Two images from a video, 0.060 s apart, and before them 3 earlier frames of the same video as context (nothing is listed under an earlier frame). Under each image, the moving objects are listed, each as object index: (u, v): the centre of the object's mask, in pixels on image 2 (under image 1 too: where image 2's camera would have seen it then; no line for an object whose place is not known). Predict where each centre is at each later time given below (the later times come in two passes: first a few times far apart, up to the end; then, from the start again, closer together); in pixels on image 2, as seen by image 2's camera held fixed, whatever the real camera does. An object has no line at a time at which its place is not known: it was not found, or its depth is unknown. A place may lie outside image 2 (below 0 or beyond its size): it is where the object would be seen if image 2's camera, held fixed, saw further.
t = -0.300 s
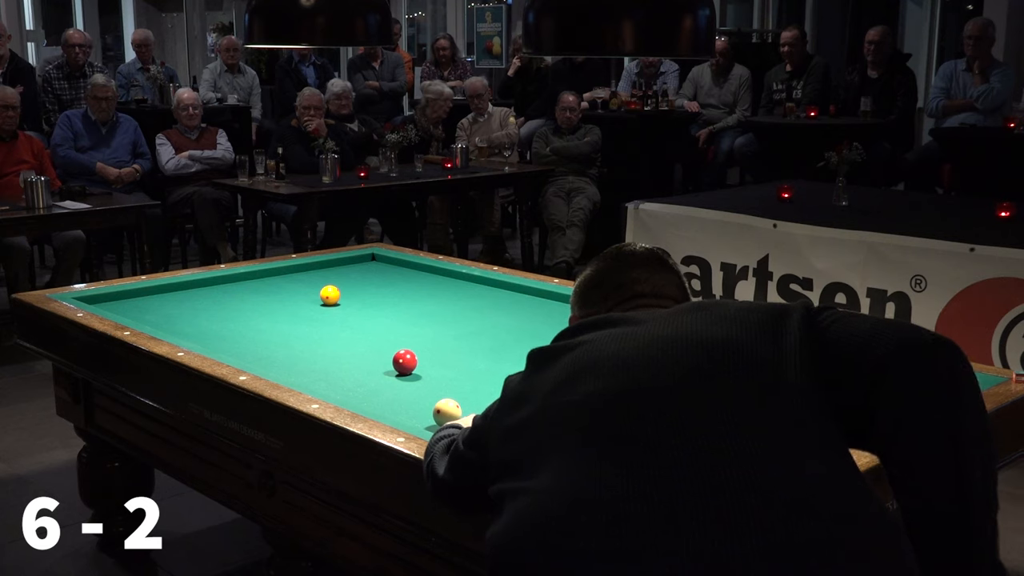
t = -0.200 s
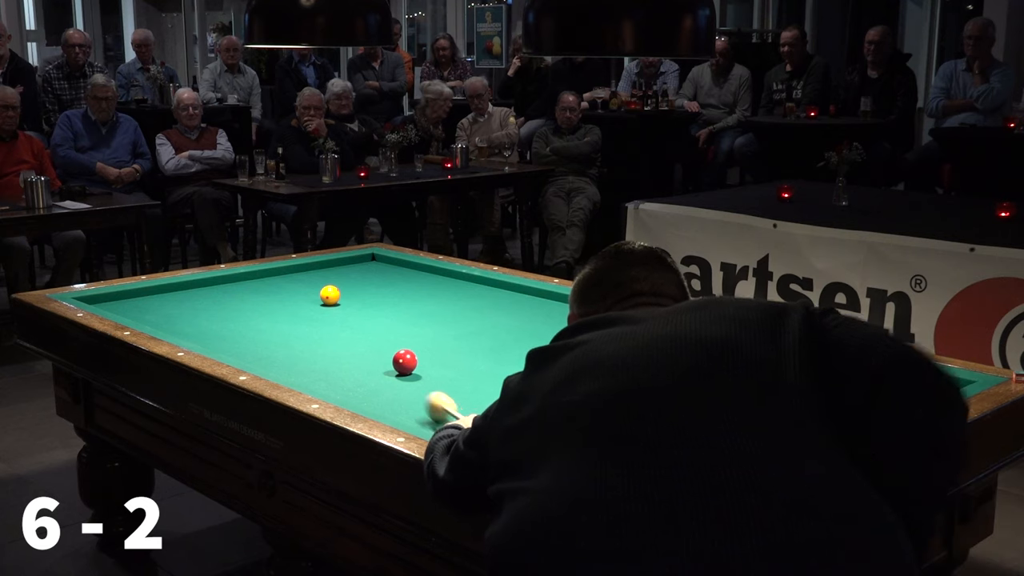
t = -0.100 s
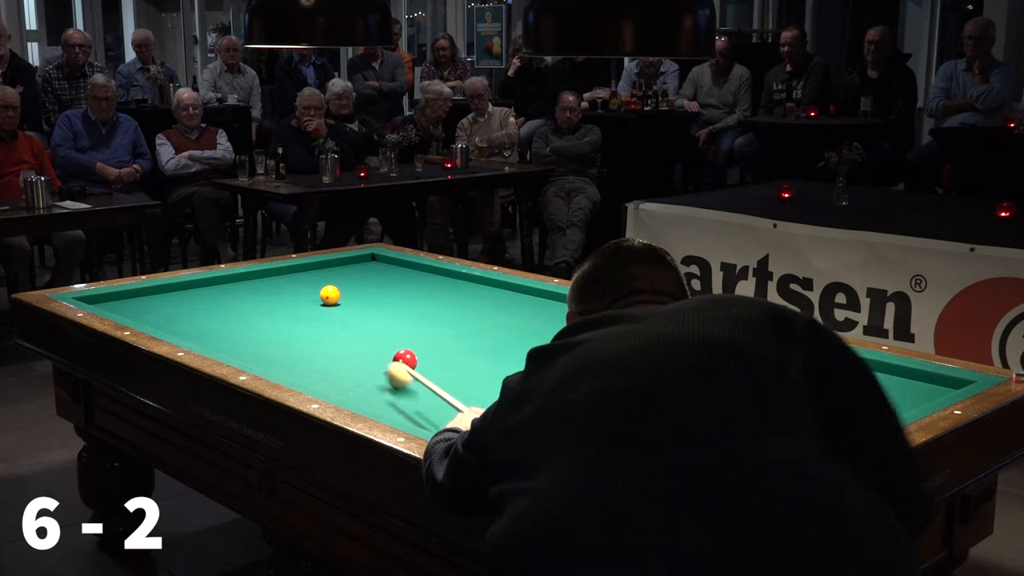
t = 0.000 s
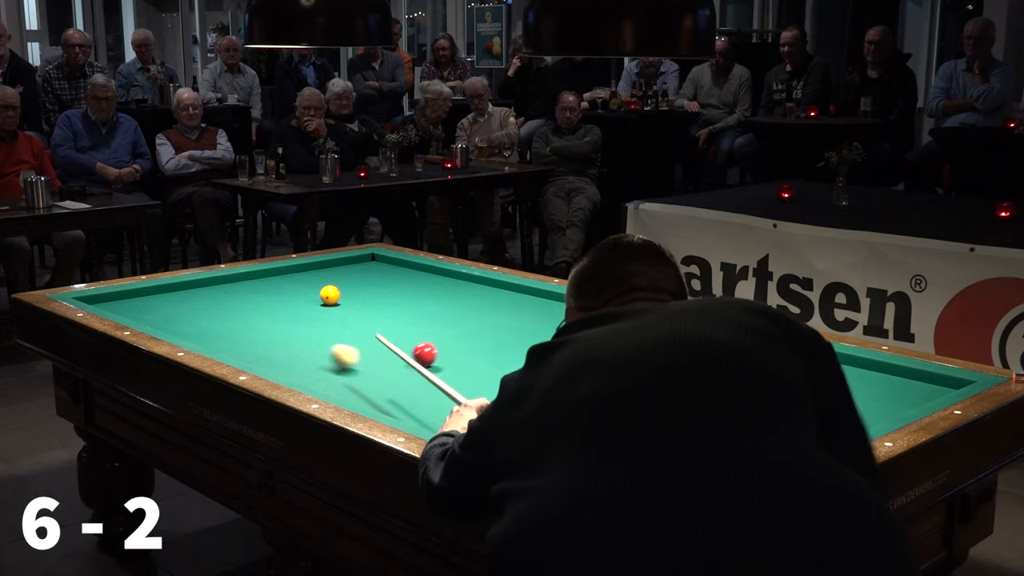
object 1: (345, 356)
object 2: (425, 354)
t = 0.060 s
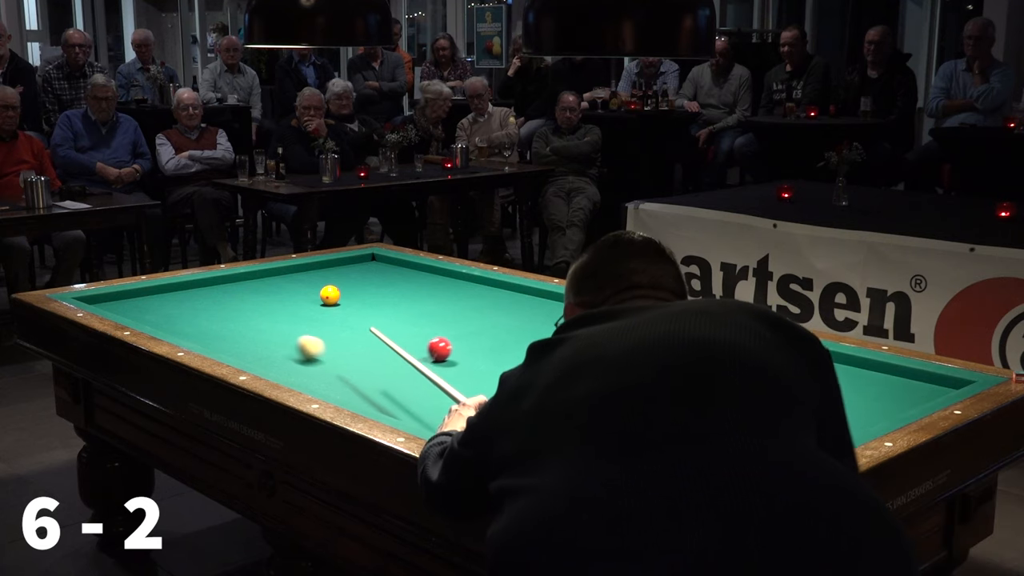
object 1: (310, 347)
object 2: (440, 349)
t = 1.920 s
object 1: (484, 410)
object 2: (433, 314)
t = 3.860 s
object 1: (571, 367)
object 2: (196, 336)
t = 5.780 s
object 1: (445, 292)
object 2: (259, 317)
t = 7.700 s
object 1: (363, 257)
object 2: (275, 311)
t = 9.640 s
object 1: (380, 270)
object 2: (275, 311)
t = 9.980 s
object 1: (382, 272)
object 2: (275, 311)
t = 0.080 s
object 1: (299, 344)
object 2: (444, 347)
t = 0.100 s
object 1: (289, 341)
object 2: (448, 346)
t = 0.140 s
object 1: (270, 336)
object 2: (456, 343)
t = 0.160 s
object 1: (260, 332)
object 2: (460, 342)
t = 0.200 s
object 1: (242, 326)
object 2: (467, 339)
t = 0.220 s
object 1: (233, 324)
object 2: (471, 338)
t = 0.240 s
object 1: (224, 322)
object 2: (474, 336)
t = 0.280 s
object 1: (207, 316)
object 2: (481, 334)
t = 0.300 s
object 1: (199, 313)
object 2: (485, 333)
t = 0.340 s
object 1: (183, 308)
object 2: (491, 330)
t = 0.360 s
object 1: (175, 306)
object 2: (495, 329)
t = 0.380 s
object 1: (167, 304)
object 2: (498, 328)
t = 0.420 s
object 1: (152, 299)
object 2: (504, 325)
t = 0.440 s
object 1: (145, 297)
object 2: (508, 324)
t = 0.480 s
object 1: (131, 293)
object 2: (514, 321)
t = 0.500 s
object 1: (128, 293)
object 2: (516, 320)
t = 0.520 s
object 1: (131, 295)
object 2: (519, 318)
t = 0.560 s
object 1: (137, 299)
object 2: (525, 314)
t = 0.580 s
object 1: (140, 301)
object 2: (528, 313)
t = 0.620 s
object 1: (146, 306)
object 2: (534, 311)
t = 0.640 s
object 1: (148, 308)
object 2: (536, 310)
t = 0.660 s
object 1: (151, 310)
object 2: (538, 309)
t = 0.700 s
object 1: (156, 315)
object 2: (541, 308)
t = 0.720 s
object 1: (159, 316)
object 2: (542, 309)
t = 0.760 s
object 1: (163, 320)
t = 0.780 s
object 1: (166, 322)
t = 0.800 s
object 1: (168, 324)
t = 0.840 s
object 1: (172, 326)
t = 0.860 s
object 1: (175, 328)
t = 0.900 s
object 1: (179, 331)
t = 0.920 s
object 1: (182, 332)
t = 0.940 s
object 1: (188, 334)
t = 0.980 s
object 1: (198, 337)
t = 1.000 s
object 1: (203, 338)
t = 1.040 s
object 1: (214, 341)
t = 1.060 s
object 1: (219, 343)
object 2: (544, 302)
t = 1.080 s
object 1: (224, 345)
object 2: (543, 301)
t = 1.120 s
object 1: (235, 347)
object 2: (540, 302)
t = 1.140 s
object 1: (240, 349)
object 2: (538, 303)
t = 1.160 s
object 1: (246, 351)
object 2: (536, 304)
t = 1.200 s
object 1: (257, 354)
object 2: (532, 305)
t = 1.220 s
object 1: (262, 355)
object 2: (529, 305)
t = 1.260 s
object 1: (274, 358)
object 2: (523, 305)
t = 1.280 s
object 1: (279, 359)
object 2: (520, 305)
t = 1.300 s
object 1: (286, 361)
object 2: (518, 305)
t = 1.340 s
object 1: (297, 364)
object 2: (512, 306)
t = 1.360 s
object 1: (303, 365)
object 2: (509, 306)
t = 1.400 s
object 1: (315, 368)
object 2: (504, 307)
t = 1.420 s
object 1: (321, 369)
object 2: (501, 307)
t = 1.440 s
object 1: (327, 371)
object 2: (498, 307)
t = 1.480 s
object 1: (340, 374)
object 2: (492, 307)
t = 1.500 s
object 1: (346, 375)
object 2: (489, 308)
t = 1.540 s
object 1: (359, 379)
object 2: (484, 309)
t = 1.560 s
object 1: (365, 380)
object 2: (482, 309)
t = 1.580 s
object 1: (372, 382)
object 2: (479, 310)
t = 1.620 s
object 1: (385, 385)
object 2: (474, 310)
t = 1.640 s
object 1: (391, 386)
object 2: (471, 310)
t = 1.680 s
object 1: (405, 390)
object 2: (465, 311)
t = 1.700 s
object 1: (412, 392)
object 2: (464, 310)
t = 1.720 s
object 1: (419, 393)
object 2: (460, 312)
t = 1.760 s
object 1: (432, 397)
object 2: (454, 312)
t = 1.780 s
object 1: (439, 399)
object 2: (452, 313)
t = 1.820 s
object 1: (453, 402)
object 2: (446, 313)
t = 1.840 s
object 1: (458, 403)
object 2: (443, 313)
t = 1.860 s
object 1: (464, 405)
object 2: (441, 314)
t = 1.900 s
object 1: (478, 409)
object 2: (435, 314)
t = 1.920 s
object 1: (484, 410)
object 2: (433, 314)
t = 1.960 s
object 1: (500, 413)
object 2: (427, 315)
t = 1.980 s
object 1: (508, 415)
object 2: (424, 315)
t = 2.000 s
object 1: (516, 417)
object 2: (422, 316)
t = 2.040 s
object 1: (535, 422)
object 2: (416, 316)
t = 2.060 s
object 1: (544, 424)
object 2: (414, 317)
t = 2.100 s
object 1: (561, 428)
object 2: (408, 317)
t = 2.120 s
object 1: (568, 430)
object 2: (405, 318)
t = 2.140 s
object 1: (577, 432)
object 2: (402, 318)
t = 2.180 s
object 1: (593, 436)
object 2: (397, 318)
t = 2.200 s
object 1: (602, 439)
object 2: (394, 319)
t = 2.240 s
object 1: (619, 443)
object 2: (389, 319)
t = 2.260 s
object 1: (627, 445)
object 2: (386, 319)
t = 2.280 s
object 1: (636, 447)
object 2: (383, 320)
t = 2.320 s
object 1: (654, 452)
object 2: (378, 320)
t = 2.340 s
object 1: (663, 454)
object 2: (375, 320)
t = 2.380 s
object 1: (682, 458)
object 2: (370, 321)
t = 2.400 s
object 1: (691, 461)
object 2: (367, 321)
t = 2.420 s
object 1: (700, 463)
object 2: (365, 321)
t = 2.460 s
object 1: (719, 467)
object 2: (359, 322)
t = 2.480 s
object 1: (729, 470)
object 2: (356, 322)
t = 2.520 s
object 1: (747, 470)
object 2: (351, 323)
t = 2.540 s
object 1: (744, 470)
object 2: (348, 323)
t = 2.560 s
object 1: (739, 469)
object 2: (345, 324)
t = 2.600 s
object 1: (731, 465)
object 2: (340, 324)
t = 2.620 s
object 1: (727, 462)
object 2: (337, 325)
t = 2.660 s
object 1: (720, 458)
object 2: (332, 325)
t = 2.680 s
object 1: (716, 456)
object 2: (329, 325)
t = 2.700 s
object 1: (713, 455)
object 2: (327, 326)
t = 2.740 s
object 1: (707, 450)
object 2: (321, 326)
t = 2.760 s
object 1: (704, 449)
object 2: (319, 326)
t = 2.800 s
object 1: (697, 445)
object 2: (313, 327)
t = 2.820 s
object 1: (694, 443)
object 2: (310, 327)
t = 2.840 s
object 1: (691, 441)
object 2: (308, 328)
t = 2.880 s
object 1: (685, 437)
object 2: (302, 328)
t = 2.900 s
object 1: (682, 435)
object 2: (300, 328)
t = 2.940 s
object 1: (677, 432)
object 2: (295, 329)
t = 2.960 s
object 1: (674, 430)
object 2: (292, 329)
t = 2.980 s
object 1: (671, 428)
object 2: (289, 329)
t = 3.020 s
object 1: (666, 425)
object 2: (284, 330)
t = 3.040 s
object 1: (663, 423)
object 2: (281, 330)
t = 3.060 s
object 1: (660, 422)
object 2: (279, 331)
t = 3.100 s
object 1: (655, 419)
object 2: (274, 331)
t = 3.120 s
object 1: (652, 417)
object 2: (271, 331)
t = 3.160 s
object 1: (647, 414)
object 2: (266, 332)
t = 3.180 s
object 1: (644, 412)
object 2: (263, 332)
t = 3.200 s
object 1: (642, 411)
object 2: (260, 333)
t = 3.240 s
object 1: (637, 408)
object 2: (255, 333)
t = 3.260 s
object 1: (635, 406)
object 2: (252, 333)
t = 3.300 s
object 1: (630, 403)
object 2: (247, 334)
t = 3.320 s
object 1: (628, 402)
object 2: (245, 334)
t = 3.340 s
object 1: (625, 400)
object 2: (242, 334)
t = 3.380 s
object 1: (620, 397)
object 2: (237, 335)
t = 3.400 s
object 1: (618, 396)
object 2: (234, 335)
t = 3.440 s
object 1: (614, 393)
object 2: (229, 336)
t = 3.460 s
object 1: (611, 392)
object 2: (226, 336)
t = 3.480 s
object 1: (609, 391)
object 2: (224, 336)
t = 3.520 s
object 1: (605, 388)
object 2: (218, 337)
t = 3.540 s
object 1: (603, 387)
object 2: (216, 337)
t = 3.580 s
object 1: (599, 384)
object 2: (211, 337)
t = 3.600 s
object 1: (597, 383)
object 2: (208, 337)
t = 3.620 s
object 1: (595, 381)
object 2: (206, 337)
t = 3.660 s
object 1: (590, 379)
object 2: (201, 337)
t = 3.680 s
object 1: (588, 378)
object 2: (199, 337)
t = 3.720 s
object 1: (585, 376)
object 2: (194, 336)
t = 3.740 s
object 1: (583, 374)
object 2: (192, 336)
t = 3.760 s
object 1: (580, 373)
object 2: (192, 336)
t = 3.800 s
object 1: (577, 371)
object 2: (194, 336)
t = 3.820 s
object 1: (575, 369)
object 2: (195, 336)
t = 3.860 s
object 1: (571, 367)
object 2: (196, 336)
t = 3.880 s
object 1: (569, 366)
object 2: (197, 336)
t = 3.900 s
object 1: (567, 365)
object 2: (198, 336)
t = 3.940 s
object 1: (564, 363)
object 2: (200, 336)
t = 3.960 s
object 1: (562, 362)
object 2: (201, 336)
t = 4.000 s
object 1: (559, 360)
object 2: (202, 335)
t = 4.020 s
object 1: (557, 358)
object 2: (203, 335)
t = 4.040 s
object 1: (555, 357)
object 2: (204, 335)
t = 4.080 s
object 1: (552, 355)
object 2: (206, 335)
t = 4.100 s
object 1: (550, 354)
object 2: (207, 334)
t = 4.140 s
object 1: (547, 352)
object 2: (209, 334)
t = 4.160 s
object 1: (545, 351)
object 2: (210, 333)
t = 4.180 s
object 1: (544, 350)
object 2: (210, 333)
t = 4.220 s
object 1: (540, 348)
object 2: (212, 332)
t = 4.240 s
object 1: (539, 347)
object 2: (213, 332)
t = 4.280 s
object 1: (536, 346)
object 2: (215, 332)
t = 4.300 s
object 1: (534, 345)
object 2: (215, 331)
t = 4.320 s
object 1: (533, 344)
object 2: (216, 331)
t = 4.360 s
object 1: (529, 342)
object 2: (218, 331)
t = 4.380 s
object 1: (528, 341)
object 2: (218, 330)
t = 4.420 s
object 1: (525, 339)
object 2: (220, 330)
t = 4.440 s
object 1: (523, 338)
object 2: (221, 330)
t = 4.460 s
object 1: (522, 337)
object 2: (222, 329)
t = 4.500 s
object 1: (519, 336)
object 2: (223, 329)
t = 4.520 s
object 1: (518, 335)
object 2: (224, 329)
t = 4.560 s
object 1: (515, 333)
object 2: (225, 328)
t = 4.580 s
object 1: (513, 332)
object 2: (226, 328)
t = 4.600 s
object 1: (512, 331)
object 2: (227, 328)
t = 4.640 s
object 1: (509, 330)
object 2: (228, 327)
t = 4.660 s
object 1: (508, 329)
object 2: (229, 327)
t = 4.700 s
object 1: (506, 327)
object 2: (231, 327)
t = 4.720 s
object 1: (504, 326)
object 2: (231, 326)
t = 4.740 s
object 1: (503, 326)
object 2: (232, 326)
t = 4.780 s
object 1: (500, 324)
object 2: (233, 326)
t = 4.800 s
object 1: (499, 323)
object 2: (234, 325)
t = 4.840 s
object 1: (496, 322)
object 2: (235, 325)
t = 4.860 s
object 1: (495, 321)
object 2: (236, 325)
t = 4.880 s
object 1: (494, 320)
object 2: (237, 325)
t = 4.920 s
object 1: (492, 319)
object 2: (238, 324)
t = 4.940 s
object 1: (490, 318)
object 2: (238, 324)
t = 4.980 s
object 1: (488, 317)
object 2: (240, 323)
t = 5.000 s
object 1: (486, 316)
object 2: (240, 323)
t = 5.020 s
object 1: (485, 315)
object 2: (241, 323)
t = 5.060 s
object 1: (483, 314)
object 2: (242, 323)
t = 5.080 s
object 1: (482, 313)
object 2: (242, 323)
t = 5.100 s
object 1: (481, 312)
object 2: (243, 322)
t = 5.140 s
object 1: (478, 311)
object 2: (244, 322)
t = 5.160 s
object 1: (477, 310)
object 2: (245, 322)
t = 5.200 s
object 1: (475, 309)
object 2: (246, 322)
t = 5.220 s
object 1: (474, 308)
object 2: (246, 321)
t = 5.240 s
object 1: (473, 308)
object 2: (247, 321)
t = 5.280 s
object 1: (471, 306)
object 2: (248, 321)
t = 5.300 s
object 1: (469, 306)
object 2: (249, 321)
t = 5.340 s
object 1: (467, 305)
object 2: (249, 320)
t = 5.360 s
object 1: (466, 304)
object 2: (250, 320)
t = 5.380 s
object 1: (465, 303)
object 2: (250, 320)
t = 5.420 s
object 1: (463, 302)
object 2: (251, 319)
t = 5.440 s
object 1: (462, 301)
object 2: (252, 319)
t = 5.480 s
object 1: (460, 300)
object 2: (253, 319)
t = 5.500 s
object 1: (459, 300)
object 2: (253, 319)
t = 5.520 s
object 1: (458, 299)
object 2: (254, 319)
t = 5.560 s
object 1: (456, 298)
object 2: (255, 318)
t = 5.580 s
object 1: (455, 297)
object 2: (255, 318)
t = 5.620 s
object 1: (453, 296)
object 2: (256, 318)
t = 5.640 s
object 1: (452, 296)
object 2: (256, 318)
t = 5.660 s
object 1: (451, 295)
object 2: (257, 318)
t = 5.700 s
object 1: (449, 294)
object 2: (258, 318)
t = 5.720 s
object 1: (448, 293)
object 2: (258, 317)
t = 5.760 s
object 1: (446, 292)
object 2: (259, 317)
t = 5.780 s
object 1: (445, 292)
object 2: (259, 317)
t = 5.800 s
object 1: (445, 291)
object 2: (260, 317)
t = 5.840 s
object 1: (443, 290)
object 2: (260, 317)
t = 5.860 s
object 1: (442, 289)
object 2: (261, 317)
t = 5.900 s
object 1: (440, 288)
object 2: (261, 316)
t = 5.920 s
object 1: (439, 288)
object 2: (262, 316)
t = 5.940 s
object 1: (438, 287)
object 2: (262, 316)
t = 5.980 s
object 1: (436, 286)
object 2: (263, 316)
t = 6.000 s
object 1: (436, 286)
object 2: (263, 316)
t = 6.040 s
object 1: (434, 285)
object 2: (264, 316)
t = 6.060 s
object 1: (433, 284)
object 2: (264, 315)
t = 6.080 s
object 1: (433, 284)
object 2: (264, 315)
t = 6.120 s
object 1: (431, 283)
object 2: (265, 315)
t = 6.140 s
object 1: (430, 282)
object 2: (265, 315)
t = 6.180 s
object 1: (428, 281)
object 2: (266, 315)
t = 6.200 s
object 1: (427, 281)
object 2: (266, 314)
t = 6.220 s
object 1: (427, 280)
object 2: (266, 314)
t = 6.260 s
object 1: (425, 279)
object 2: (267, 314)
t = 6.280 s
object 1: (424, 279)
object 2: (267, 314)
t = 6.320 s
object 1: (423, 278)
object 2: (267, 314)
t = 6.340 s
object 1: (422, 278)
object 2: (268, 314)
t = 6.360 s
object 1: (421, 277)
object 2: (268, 314)
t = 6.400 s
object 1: (420, 276)
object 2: (268, 314)
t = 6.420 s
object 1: (419, 276)
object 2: (269, 313)
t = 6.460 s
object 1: (418, 275)
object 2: (269, 314)
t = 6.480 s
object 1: (417, 274)
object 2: (269, 313)
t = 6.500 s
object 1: (416, 274)
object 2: (269, 313)
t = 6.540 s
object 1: (415, 273)
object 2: (270, 313)
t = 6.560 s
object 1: (414, 273)
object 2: (270, 313)
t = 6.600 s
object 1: (413, 272)
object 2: (270, 313)
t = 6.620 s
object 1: (412, 272)
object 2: (270, 313)
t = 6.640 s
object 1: (411, 271)
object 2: (271, 312)
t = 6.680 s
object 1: (410, 270)
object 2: (271, 313)
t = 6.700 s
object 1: (409, 270)
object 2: (271, 312)
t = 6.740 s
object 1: (408, 269)
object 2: (272, 312)
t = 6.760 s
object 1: (407, 269)
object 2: (272, 312)
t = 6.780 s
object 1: (406, 268)
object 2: (272, 312)
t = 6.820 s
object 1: (405, 268)
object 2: (272, 312)
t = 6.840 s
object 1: (405, 267)
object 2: (272, 312)
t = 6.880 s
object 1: (403, 266)
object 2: (272, 312)
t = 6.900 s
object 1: (402, 266)
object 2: (273, 312)
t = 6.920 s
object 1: (402, 266)
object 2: (273, 312)
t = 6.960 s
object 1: (400, 265)
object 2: (273, 312)
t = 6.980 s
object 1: (400, 265)
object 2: (273, 312)
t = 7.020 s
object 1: (399, 264)
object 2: (273, 312)
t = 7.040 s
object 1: (398, 263)
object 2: (273, 312)
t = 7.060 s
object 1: (398, 263)
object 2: (274, 312)
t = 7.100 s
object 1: (397, 262)
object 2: (274, 312)
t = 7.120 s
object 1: (396, 262)
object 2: (274, 312)
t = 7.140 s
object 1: (395, 262)
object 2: (274, 312)
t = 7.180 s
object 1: (394, 261)
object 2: (274, 312)
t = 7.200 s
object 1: (392, 261)
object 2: (274, 311)
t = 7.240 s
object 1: (390, 260)
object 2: (275, 311)
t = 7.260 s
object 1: (388, 260)
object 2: (274, 312)
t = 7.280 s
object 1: (387, 260)
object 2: (275, 311)
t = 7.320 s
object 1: (384, 260)
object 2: (275, 311)
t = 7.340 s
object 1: (383, 260)
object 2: (275, 312)
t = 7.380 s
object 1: (381, 259)
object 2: (275, 312)
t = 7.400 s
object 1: (380, 259)
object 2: (275, 311)
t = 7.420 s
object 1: (378, 259)
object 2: (275, 311)
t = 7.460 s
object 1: (376, 259)
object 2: (275, 312)
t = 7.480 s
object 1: (375, 259)
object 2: (275, 311)
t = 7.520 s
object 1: (372, 258)
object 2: (275, 311)
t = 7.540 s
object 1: (371, 258)
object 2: (275, 311)
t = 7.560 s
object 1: (370, 258)
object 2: (275, 311)
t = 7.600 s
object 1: (367, 258)
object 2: (275, 311)
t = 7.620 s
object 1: (366, 258)
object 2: (275, 311)
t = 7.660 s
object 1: (364, 257)
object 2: (275, 311)
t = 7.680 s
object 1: (363, 257)
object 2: (275, 311)
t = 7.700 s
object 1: (363, 257)
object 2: (275, 311)
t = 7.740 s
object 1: (364, 258)
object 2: (275, 311)
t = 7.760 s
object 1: (364, 258)
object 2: (275, 311)
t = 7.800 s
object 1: (364, 258)
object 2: (275, 311)
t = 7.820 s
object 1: (364, 258)
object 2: (275, 311)
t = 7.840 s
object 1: (365, 259)
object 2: (275, 311)
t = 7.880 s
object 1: (365, 259)
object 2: (275, 311)
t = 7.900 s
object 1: (365, 259)
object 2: (275, 311)
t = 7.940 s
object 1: (366, 259)
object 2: (275, 311)
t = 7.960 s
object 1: (366, 259)
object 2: (275, 311)
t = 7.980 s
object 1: (366, 260)
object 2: (275, 311)
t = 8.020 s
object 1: (367, 260)
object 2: (275, 311)
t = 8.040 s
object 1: (367, 260)
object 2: (275, 311)
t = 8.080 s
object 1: (367, 260)
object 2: (275, 311)
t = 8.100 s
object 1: (367, 260)
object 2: (275, 311)
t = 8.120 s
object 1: (368, 261)
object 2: (275, 311)
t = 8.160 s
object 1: (368, 261)
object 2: (275, 311)
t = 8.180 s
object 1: (368, 261)
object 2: (275, 311)
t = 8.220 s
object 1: (369, 261)
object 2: (275, 311)
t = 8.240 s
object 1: (369, 262)
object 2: (275, 311)
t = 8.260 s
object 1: (369, 262)
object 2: (275, 311)
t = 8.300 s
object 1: (369, 262)
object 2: (275, 312)
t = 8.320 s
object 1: (369, 262)
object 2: (275, 311)
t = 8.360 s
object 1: (370, 262)
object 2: (275, 311)
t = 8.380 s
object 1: (370, 262)
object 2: (275, 311)
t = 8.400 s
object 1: (370, 263)
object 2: (275, 311)
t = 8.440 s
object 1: (371, 263)
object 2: (275, 311)
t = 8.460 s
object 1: (371, 263)
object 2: (275, 311)
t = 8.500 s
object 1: (371, 263)
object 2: (275, 312)
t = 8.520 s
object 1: (371, 263)
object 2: (275, 311)
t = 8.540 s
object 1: (371, 263)
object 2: (275, 311)
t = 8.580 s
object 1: (372, 264)
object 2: (275, 311)
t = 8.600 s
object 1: (372, 264)
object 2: (275, 311)
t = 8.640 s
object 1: (372, 264)
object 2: (275, 311)
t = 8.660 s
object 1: (372, 264)
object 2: (275, 312)
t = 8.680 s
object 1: (373, 265)
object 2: (275, 311)
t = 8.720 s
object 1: (373, 265)
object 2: (275, 311)
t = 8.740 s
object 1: (373, 265)
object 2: (275, 311)
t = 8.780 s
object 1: (374, 265)
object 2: (275, 311)
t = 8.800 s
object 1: (374, 265)
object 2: (275, 311)
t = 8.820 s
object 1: (374, 265)
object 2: (275, 311)
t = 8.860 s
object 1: (374, 266)
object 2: (275, 311)
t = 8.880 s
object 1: (374, 266)
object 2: (275, 311)
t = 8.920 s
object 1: (375, 266)
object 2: (275, 311)
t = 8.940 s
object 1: (375, 266)
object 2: (275, 311)
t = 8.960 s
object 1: (375, 266)
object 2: (275, 311)
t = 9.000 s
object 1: (375, 267)
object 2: (275, 311)
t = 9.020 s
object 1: (376, 267)
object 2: (275, 311)
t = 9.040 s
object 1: (376, 267)
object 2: (275, 311)
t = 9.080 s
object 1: (376, 267)
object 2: (275, 311)
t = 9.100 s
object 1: (376, 267)
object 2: (275, 311)
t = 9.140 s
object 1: (377, 267)
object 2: (275, 311)
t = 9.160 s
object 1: (377, 267)
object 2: (275, 311)
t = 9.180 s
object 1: (377, 267)
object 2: (275, 311)
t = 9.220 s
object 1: (377, 268)
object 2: (275, 311)
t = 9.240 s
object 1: (377, 268)
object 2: (275, 311)
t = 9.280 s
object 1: (378, 268)
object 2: (275, 311)
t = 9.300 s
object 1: (378, 268)
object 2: (275, 311)
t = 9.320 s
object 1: (378, 268)
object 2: (275, 311)
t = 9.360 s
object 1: (378, 269)
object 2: (275, 311)
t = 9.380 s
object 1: (378, 268)
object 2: (275, 311)
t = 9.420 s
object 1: (379, 269)
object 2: (275, 311)
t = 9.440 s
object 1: (379, 269)
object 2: (275, 311)
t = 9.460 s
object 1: (379, 269)
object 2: (275, 311)
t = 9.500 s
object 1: (379, 269)
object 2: (275, 311)
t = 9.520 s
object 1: (379, 269)
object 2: (275, 311)
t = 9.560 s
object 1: (379, 269)
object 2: (275, 311)
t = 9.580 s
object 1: (380, 269)
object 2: (275, 311)
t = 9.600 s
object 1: (380, 270)
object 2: (275, 311)
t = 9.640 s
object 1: (380, 270)
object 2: (275, 311)
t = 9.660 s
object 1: (380, 270)
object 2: (275, 311)
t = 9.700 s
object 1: (380, 270)
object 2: (275, 311)
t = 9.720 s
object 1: (380, 270)
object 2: (275, 311)
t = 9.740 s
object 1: (380, 270)
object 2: (275, 311)
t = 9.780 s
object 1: (381, 270)
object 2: (275, 311)
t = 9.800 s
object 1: (381, 270)
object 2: (275, 311)
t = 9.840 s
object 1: (381, 271)
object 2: (275, 311)
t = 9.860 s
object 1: (381, 271)
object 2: (275, 311)
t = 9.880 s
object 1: (381, 271)
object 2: (275, 311)
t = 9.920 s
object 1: (381, 271)
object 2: (275, 311)
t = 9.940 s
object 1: (381, 271)
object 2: (275, 311)
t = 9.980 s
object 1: (382, 272)
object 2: (275, 311)
